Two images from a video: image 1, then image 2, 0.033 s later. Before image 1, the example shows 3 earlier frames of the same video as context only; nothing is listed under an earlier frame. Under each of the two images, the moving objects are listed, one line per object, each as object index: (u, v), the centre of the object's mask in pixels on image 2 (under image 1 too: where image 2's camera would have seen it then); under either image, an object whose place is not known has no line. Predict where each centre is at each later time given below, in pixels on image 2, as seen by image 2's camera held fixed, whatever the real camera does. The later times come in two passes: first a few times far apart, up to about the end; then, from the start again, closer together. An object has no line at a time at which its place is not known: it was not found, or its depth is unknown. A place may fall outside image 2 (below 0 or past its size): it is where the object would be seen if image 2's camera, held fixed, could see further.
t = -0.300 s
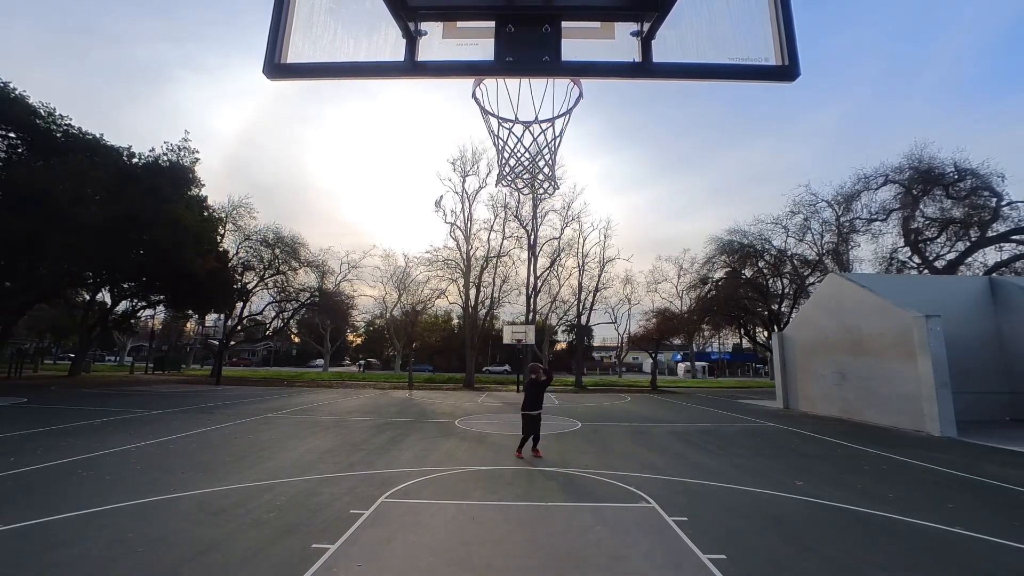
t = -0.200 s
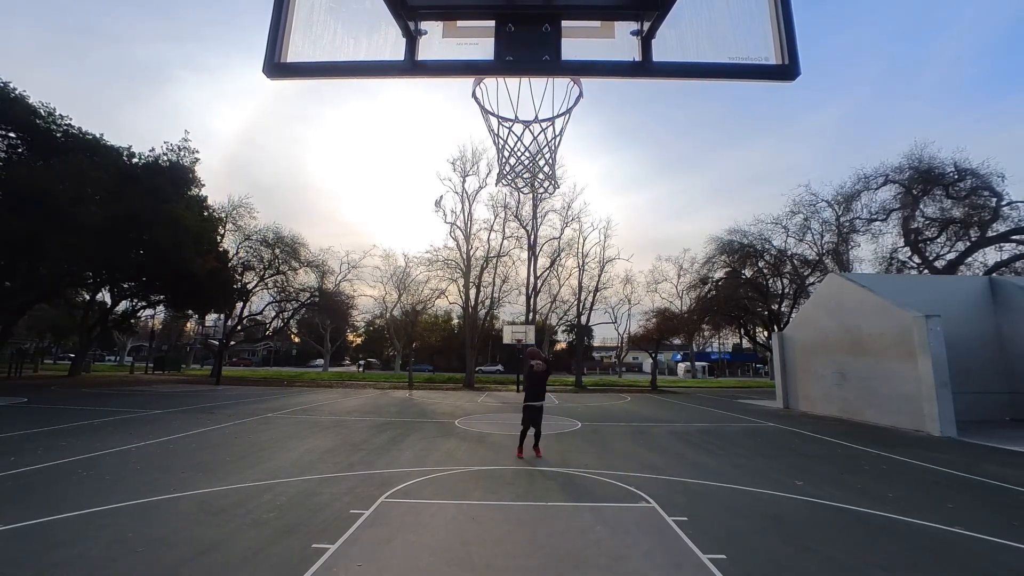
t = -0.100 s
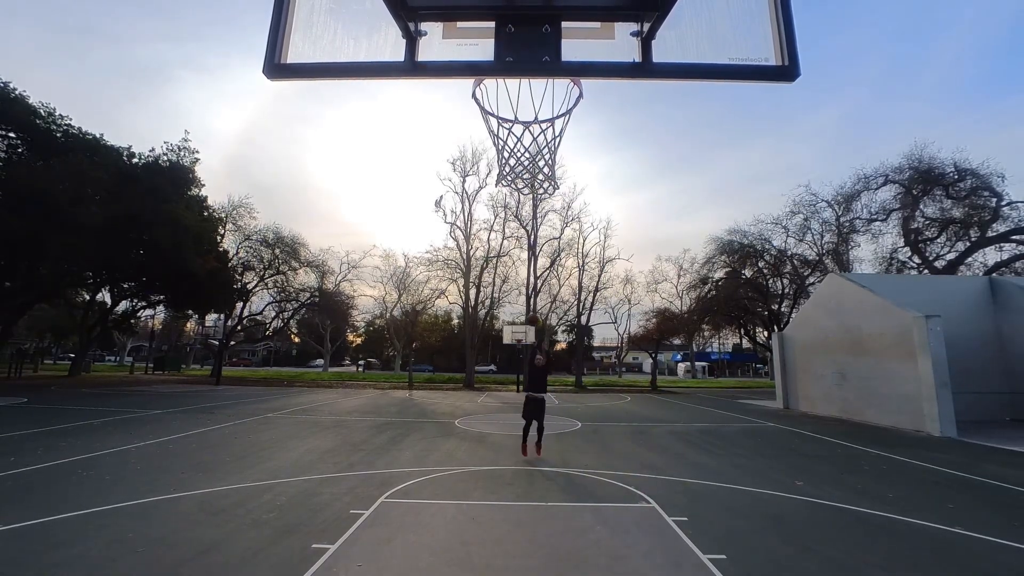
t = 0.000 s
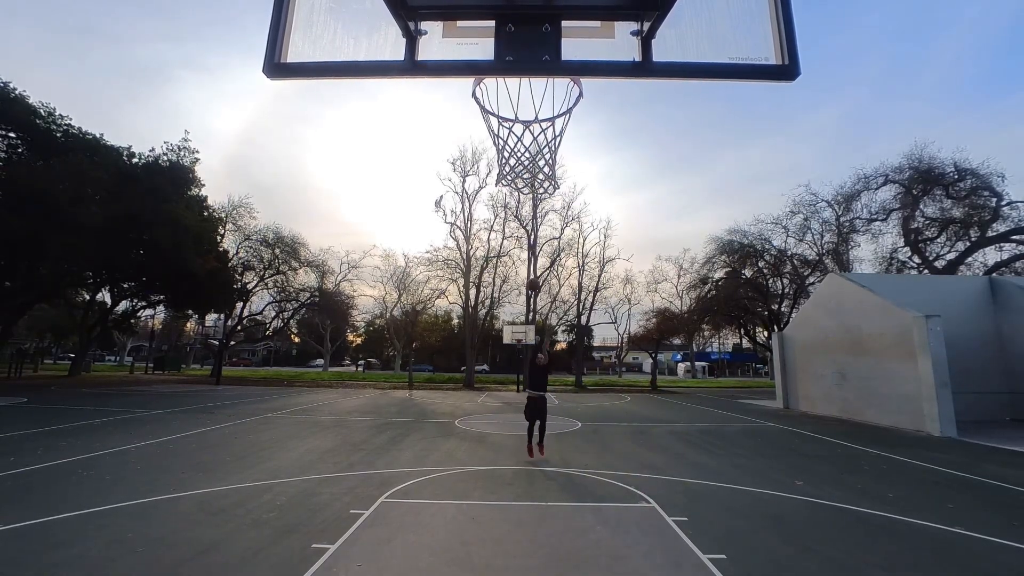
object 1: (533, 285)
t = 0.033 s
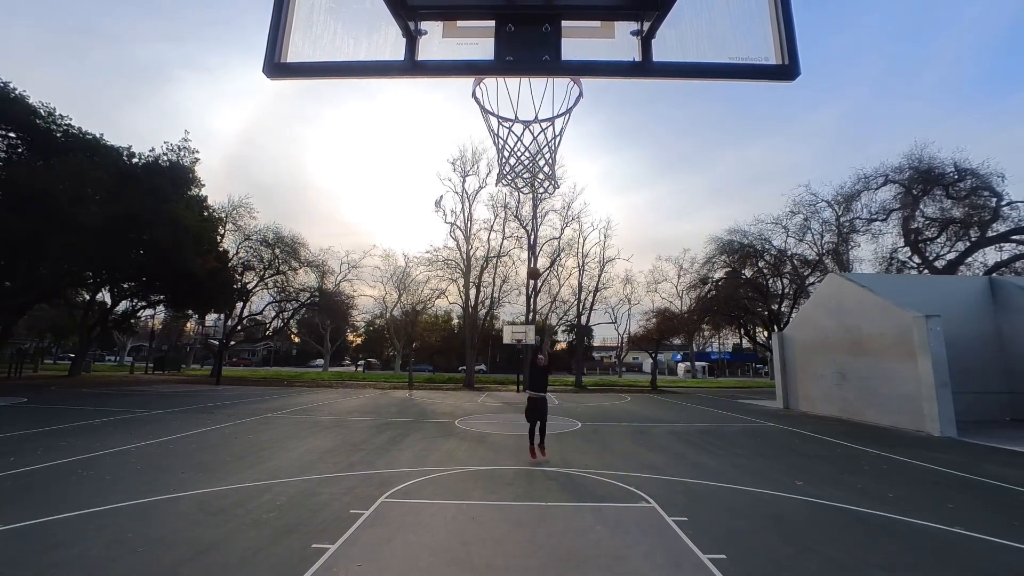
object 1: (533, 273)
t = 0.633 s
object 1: (535, 102)
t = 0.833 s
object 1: (535, 81)
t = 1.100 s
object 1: (513, 117)
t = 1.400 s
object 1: (579, 233)
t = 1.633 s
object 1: (643, 532)
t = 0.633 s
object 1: (535, 102)
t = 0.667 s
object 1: (535, 95)
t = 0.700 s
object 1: (535, 90)
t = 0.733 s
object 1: (535, 87)
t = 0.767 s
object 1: (535, 84)
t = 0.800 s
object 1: (535, 83)
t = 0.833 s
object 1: (535, 81)
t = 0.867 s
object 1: (535, 80)
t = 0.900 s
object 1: (535, 80)
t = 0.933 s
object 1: (535, 80)
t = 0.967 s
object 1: (535, 81)
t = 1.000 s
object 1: (535, 83)
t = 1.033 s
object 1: (536, 86)
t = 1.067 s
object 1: (529, 94)
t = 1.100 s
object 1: (513, 117)
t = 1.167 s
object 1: (529, 143)
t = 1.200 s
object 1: (539, 151)
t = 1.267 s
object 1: (554, 169)
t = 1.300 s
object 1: (560, 180)
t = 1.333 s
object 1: (566, 194)
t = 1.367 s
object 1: (572, 211)
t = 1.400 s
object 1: (579, 233)
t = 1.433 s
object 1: (587, 259)
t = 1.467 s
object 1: (595, 289)
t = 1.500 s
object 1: (602, 325)
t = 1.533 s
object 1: (612, 366)
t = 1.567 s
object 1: (621, 414)
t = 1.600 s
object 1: (632, 470)
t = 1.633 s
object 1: (643, 532)
